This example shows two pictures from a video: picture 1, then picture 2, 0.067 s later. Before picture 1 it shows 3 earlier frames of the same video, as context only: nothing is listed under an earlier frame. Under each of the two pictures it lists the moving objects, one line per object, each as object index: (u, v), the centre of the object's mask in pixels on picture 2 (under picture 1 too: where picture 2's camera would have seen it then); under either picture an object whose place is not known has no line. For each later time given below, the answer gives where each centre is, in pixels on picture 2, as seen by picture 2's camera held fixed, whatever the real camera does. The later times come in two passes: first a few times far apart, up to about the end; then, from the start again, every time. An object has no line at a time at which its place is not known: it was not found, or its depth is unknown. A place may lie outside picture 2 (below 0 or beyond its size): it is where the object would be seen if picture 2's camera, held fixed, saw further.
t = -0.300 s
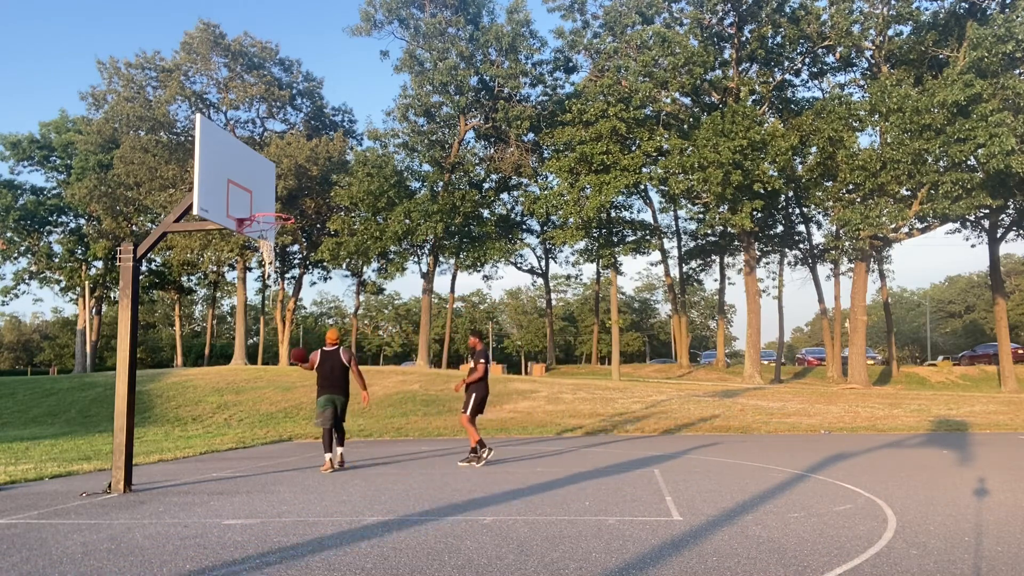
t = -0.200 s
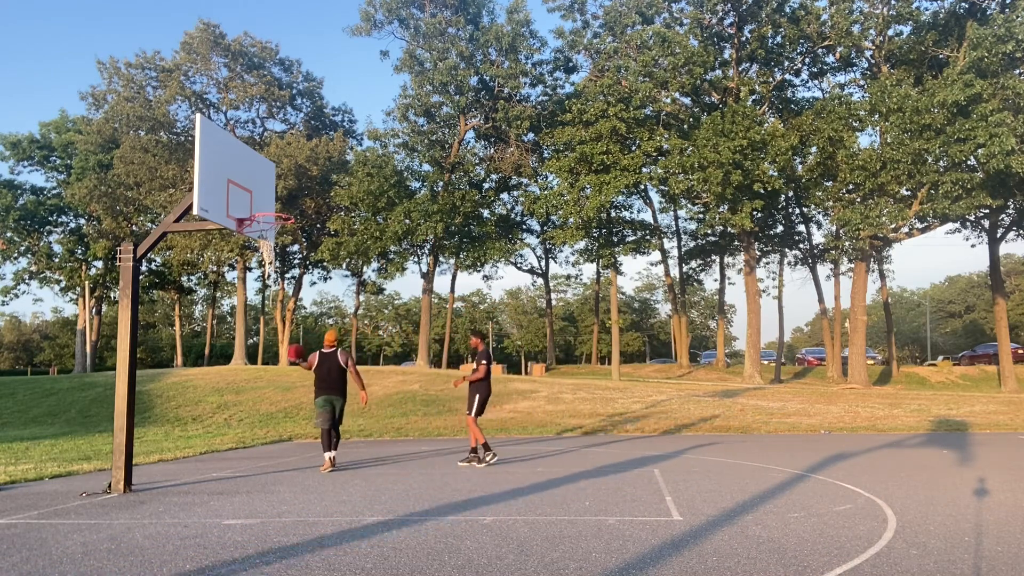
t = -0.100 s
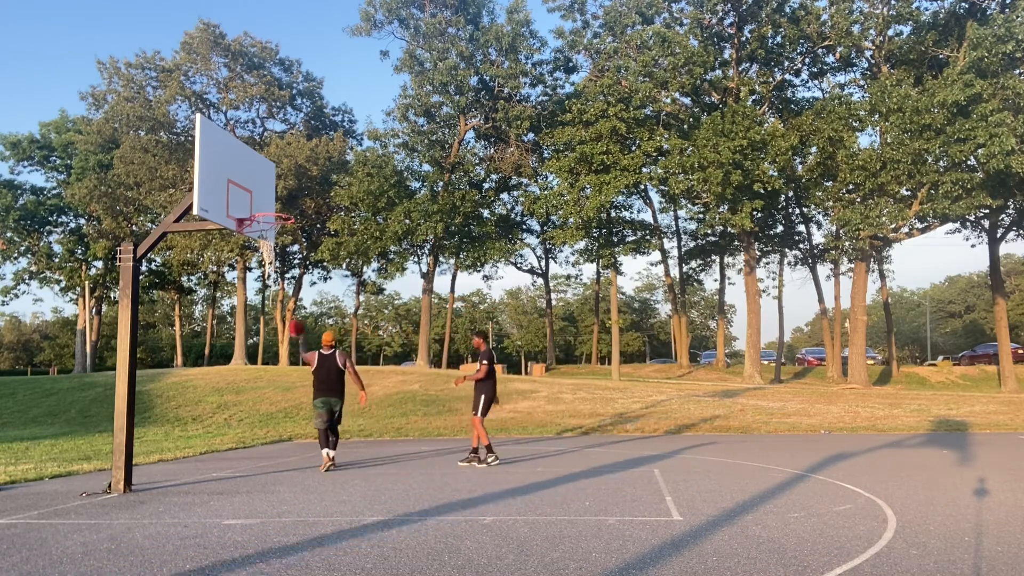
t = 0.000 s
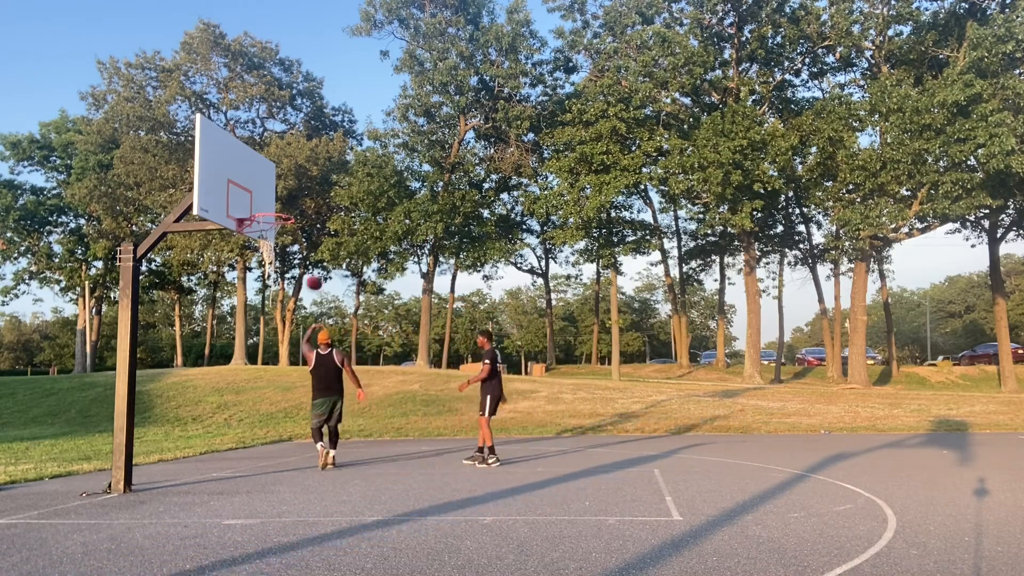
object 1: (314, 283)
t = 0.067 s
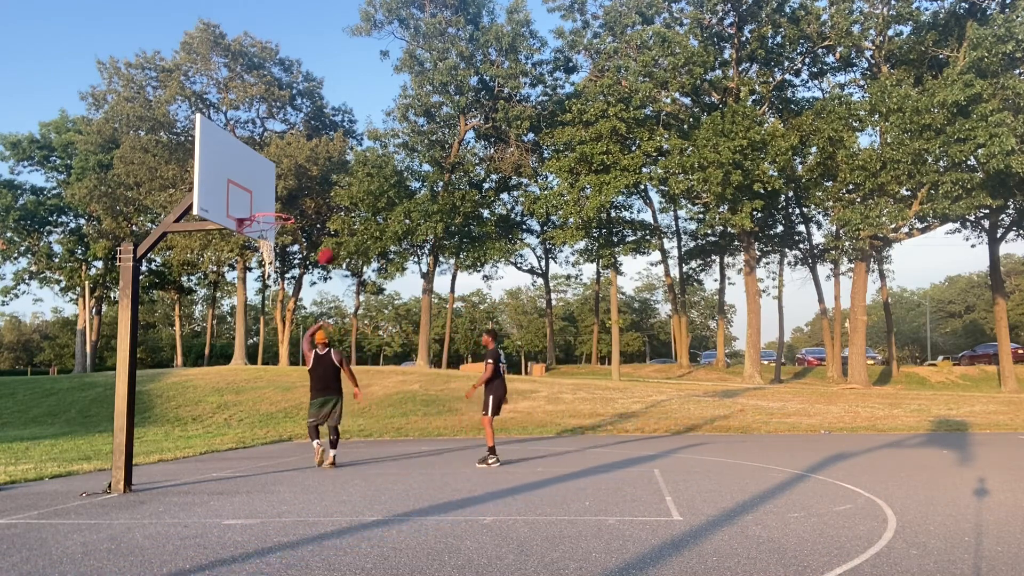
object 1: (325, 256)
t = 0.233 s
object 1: (358, 203)
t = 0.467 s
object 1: (404, 157)
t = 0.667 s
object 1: (445, 145)
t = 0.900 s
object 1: (498, 168)
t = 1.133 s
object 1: (557, 233)
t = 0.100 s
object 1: (332, 244)
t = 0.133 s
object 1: (339, 233)
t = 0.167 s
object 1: (345, 222)
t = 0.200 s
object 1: (352, 212)
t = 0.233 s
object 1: (358, 203)
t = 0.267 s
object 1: (365, 194)
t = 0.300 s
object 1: (371, 186)
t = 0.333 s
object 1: (377, 179)
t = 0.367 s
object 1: (384, 172)
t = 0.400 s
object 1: (390, 167)
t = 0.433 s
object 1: (397, 162)
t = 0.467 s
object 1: (404, 157)
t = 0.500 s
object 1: (411, 153)
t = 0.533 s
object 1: (418, 150)
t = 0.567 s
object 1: (425, 148)
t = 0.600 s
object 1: (431, 146)
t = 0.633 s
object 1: (439, 145)
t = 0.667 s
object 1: (445, 145)
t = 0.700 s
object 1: (453, 146)
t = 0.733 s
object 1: (460, 148)
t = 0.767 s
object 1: (468, 150)
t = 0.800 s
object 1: (475, 154)
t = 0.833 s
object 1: (482, 157)
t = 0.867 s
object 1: (490, 162)
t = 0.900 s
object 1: (498, 168)
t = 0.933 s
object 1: (506, 174)
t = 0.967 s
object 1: (514, 181)
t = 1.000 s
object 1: (522, 190)
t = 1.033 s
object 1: (531, 199)
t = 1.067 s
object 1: (539, 210)
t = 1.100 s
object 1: (548, 221)
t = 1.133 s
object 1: (557, 233)
